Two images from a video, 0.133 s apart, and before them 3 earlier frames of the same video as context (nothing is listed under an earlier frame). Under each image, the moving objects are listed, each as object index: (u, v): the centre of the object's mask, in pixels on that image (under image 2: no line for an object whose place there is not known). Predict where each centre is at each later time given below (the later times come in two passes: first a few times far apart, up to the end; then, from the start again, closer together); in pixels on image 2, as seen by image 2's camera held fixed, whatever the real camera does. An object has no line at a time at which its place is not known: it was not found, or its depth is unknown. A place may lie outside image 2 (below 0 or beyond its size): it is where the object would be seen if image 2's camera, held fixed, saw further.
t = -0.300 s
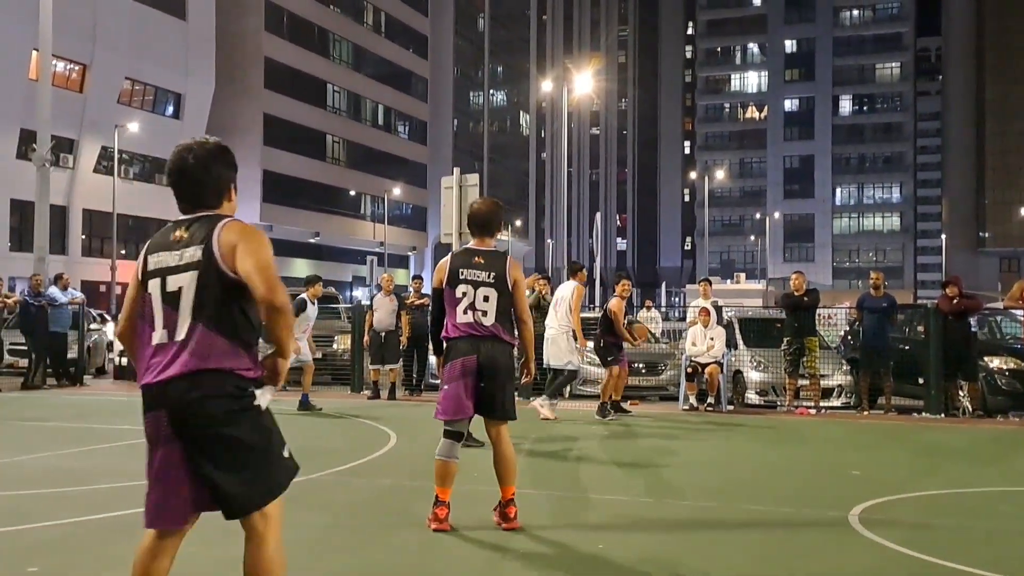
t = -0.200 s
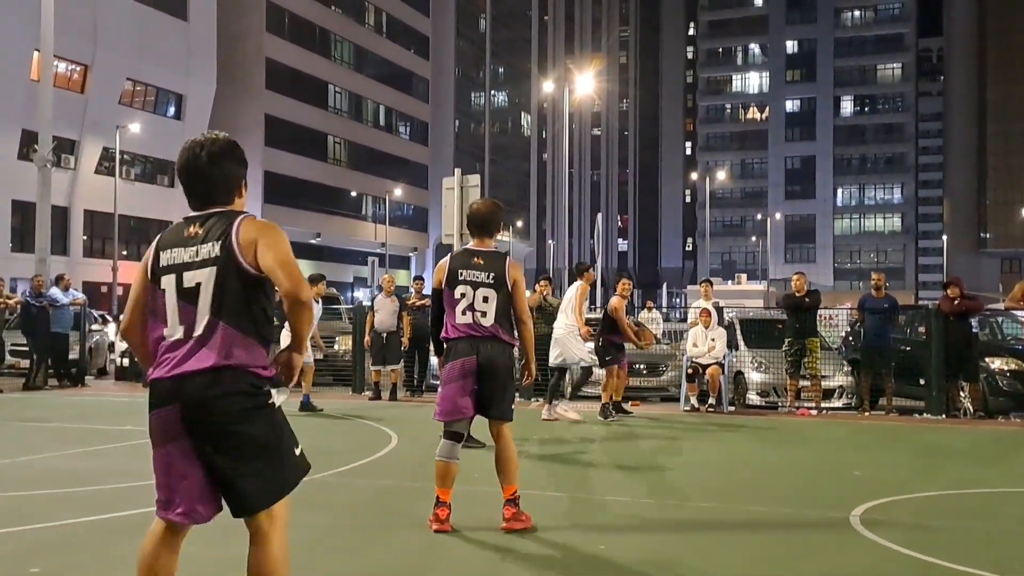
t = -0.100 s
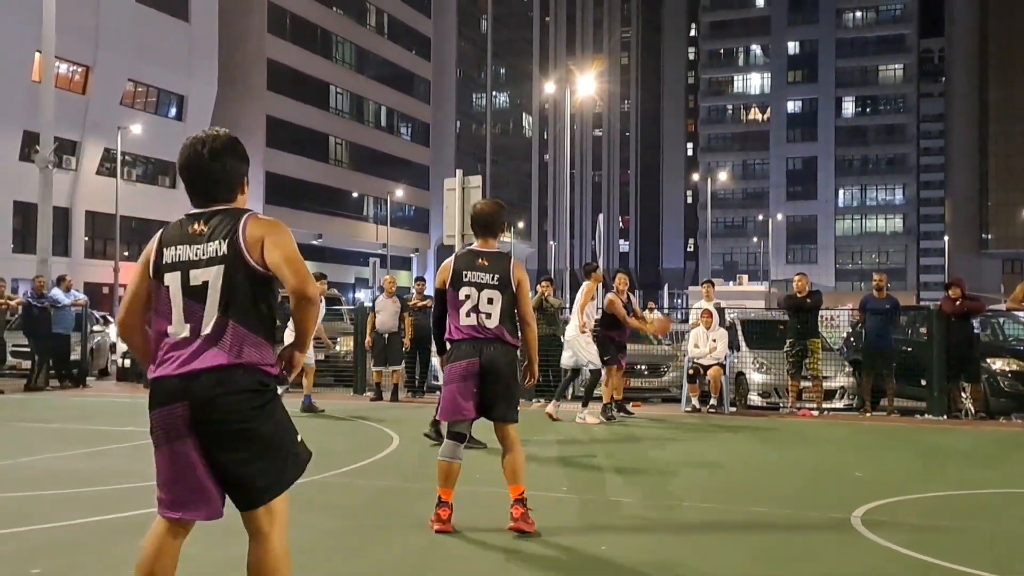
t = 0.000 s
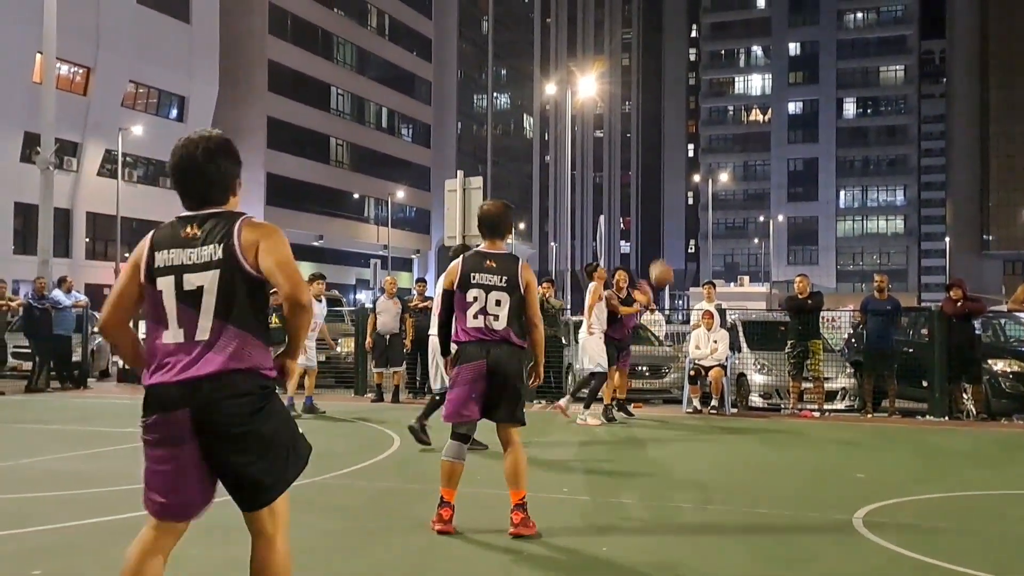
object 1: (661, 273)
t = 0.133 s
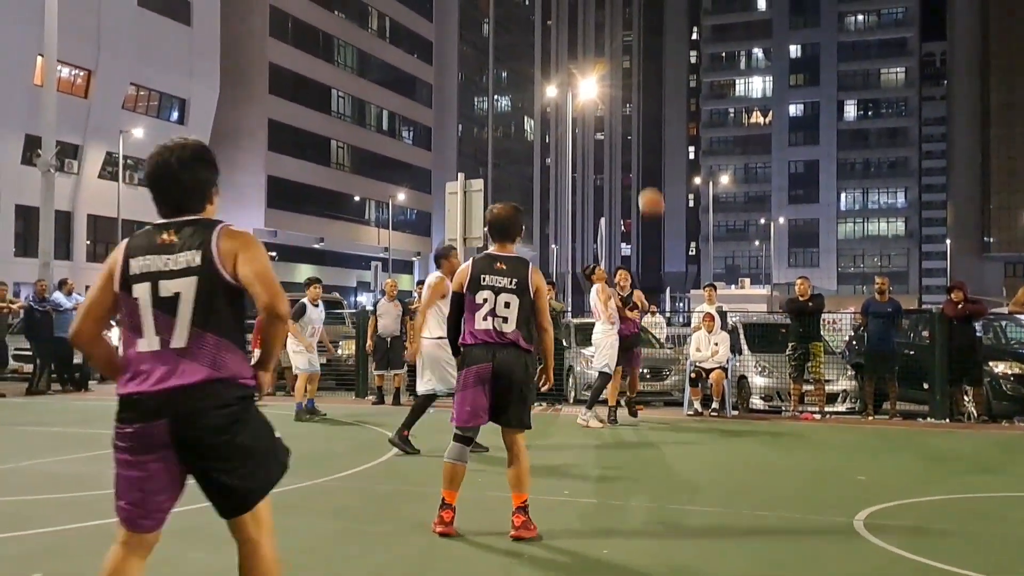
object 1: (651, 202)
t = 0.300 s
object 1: (635, 123)
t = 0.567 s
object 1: (600, 31)
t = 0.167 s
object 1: (648, 185)
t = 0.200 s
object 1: (645, 168)
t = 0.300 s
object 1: (635, 123)
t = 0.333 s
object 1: (632, 109)
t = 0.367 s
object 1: (628, 94)
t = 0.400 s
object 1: (624, 82)
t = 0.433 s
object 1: (620, 70)
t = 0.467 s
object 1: (615, 58)
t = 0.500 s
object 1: (611, 49)
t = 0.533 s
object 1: (605, 39)
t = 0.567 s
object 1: (600, 31)
